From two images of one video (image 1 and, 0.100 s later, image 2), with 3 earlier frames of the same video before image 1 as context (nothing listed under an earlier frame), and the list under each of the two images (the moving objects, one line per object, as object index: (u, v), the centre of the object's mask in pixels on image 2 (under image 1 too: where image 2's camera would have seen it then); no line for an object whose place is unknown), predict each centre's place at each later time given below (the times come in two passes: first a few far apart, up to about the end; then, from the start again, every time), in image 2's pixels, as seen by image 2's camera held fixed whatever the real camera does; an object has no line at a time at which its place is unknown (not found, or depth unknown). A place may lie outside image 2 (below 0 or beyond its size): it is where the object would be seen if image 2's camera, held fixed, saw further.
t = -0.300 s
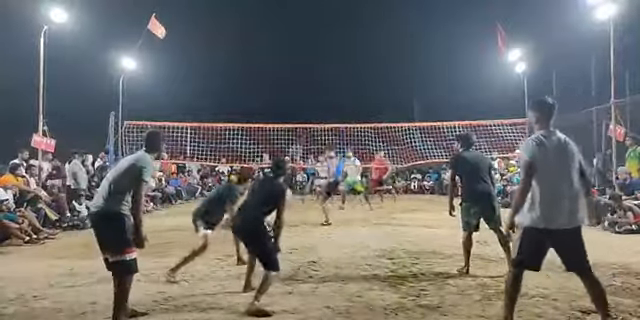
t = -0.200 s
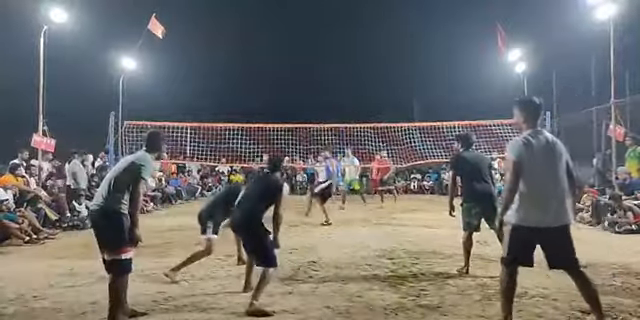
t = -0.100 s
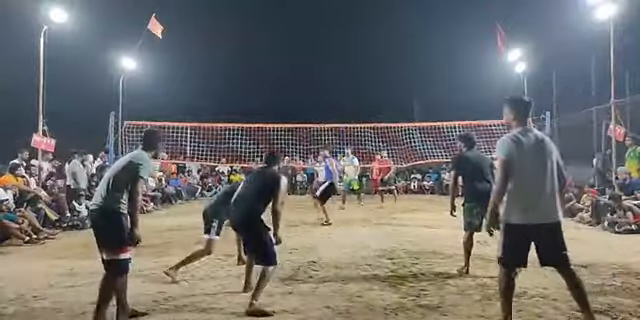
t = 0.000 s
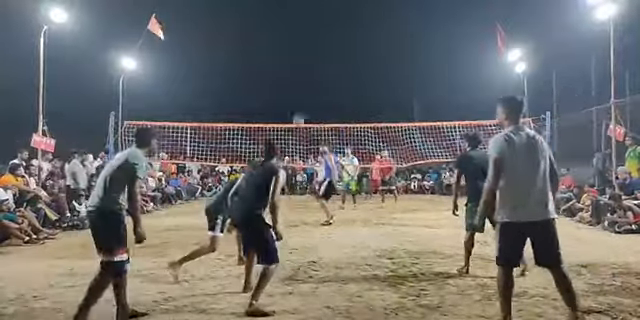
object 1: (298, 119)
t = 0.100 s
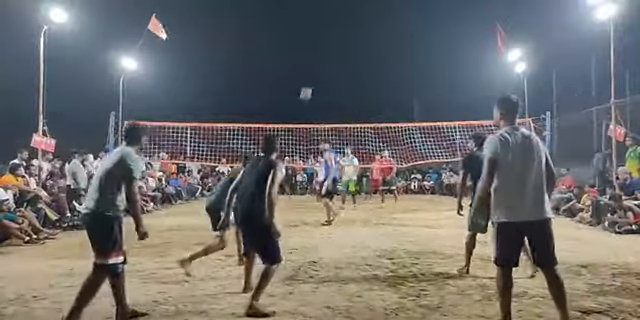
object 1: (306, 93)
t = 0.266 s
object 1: (315, 66)
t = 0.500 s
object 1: (326, 56)
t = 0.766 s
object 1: (335, 69)
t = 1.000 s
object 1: (341, 97)
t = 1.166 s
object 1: (343, 120)
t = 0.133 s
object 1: (308, 86)
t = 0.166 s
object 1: (310, 80)
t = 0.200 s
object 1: (312, 74)
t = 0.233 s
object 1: (314, 70)
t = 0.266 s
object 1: (315, 66)
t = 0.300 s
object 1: (317, 63)
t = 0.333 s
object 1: (319, 60)
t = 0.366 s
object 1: (320, 58)
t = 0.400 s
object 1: (322, 57)
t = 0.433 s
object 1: (324, 56)
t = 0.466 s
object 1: (325, 56)
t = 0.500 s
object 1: (326, 56)
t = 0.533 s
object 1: (327, 56)
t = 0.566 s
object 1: (329, 57)
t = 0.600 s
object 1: (330, 58)
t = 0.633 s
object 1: (331, 59)
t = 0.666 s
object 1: (332, 62)
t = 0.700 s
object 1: (333, 64)
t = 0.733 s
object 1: (334, 67)
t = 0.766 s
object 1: (335, 69)
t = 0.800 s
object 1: (336, 73)
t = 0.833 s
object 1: (337, 76)
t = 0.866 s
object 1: (338, 80)
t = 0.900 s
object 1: (338, 84)
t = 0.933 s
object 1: (339, 88)
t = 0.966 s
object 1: (340, 93)
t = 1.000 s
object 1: (341, 97)
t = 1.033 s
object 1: (341, 102)
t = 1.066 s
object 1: (342, 107)
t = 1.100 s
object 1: (343, 112)
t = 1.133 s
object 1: (343, 116)
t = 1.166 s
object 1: (343, 120)
